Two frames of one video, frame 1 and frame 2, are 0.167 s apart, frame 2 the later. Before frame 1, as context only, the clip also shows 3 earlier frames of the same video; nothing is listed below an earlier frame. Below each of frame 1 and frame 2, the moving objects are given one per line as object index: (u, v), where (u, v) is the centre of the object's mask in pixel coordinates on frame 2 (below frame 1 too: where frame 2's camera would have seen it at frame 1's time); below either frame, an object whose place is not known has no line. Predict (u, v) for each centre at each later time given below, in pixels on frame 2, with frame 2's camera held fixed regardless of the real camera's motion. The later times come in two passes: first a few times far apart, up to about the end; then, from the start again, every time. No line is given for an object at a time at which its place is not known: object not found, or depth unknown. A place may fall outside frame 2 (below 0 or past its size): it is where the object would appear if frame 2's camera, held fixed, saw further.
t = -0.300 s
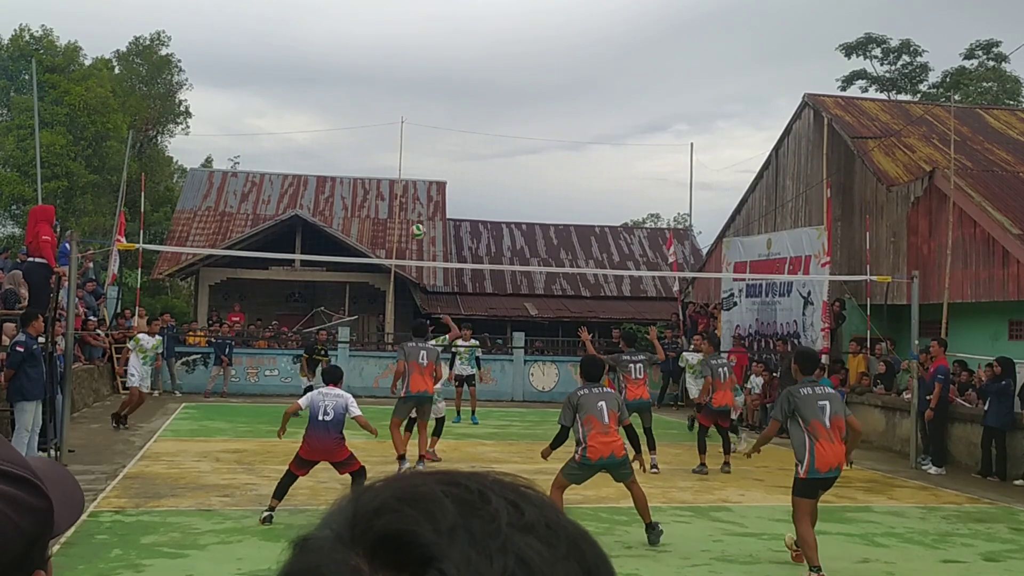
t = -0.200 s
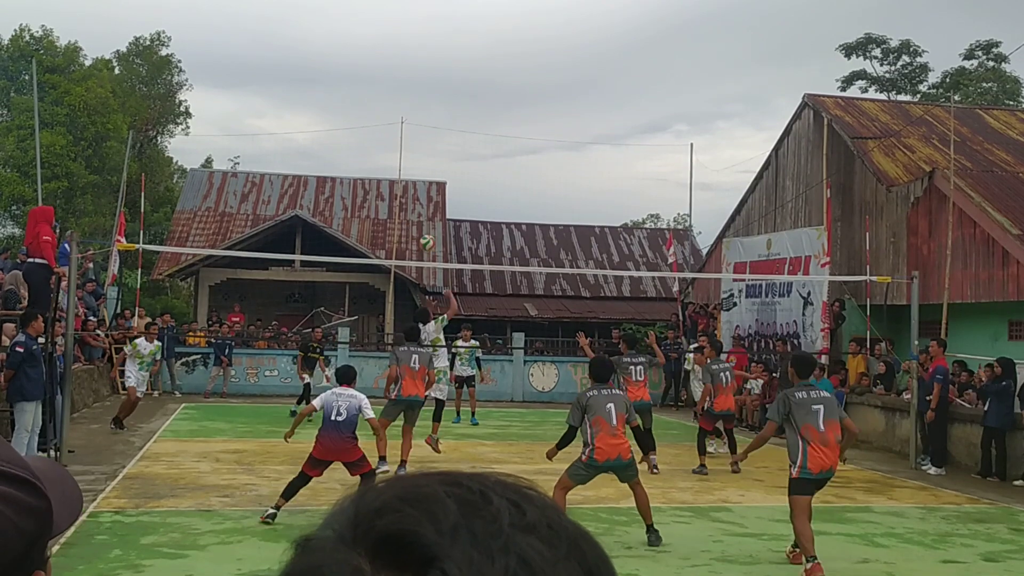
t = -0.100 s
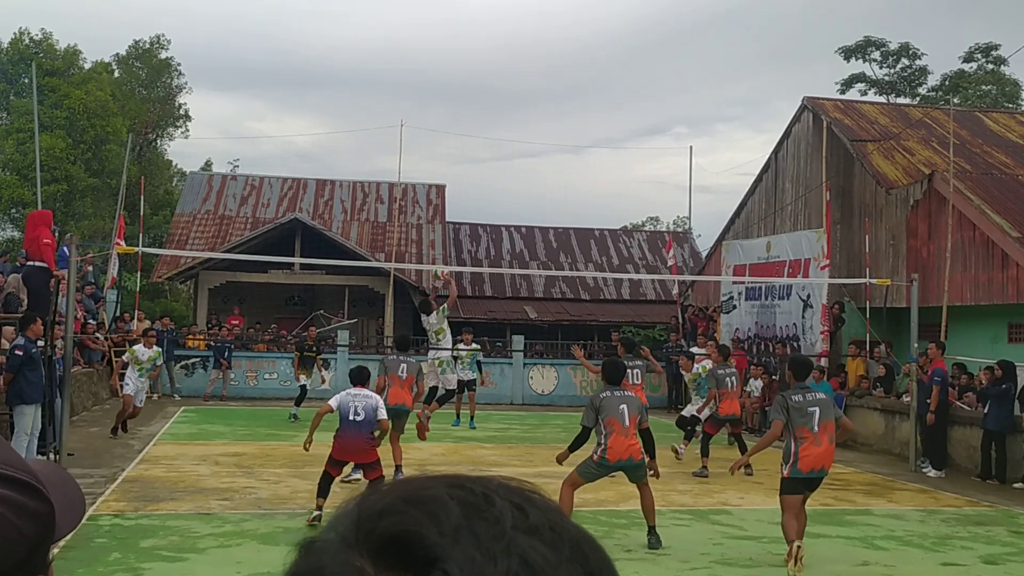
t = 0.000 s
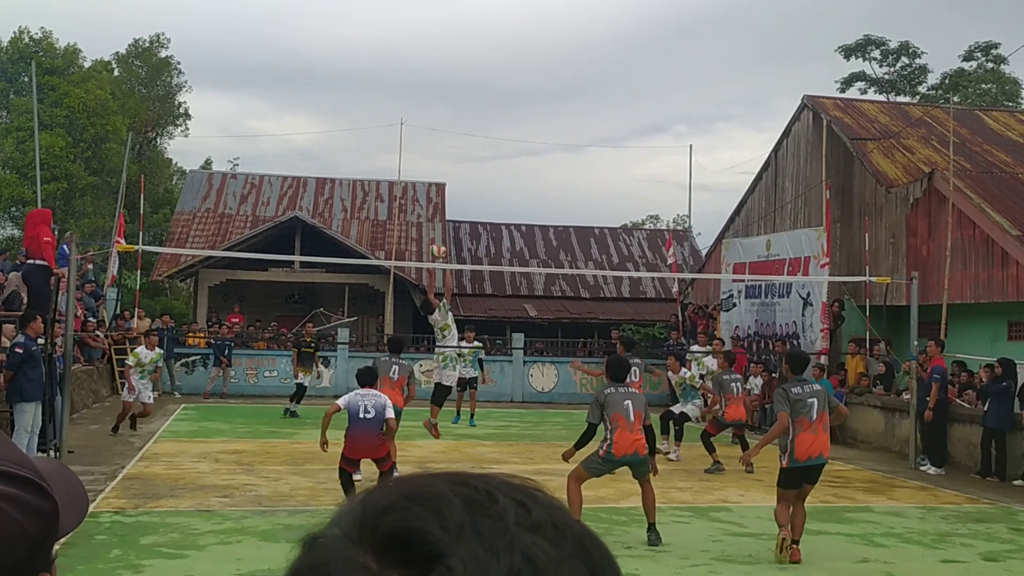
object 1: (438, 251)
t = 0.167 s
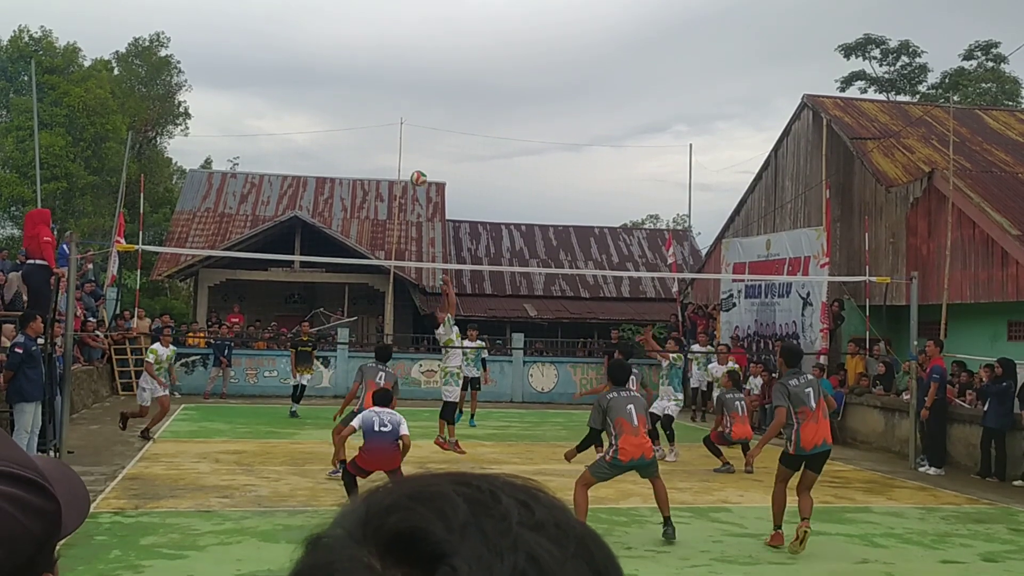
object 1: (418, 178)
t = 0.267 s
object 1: (407, 145)
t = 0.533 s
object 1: (374, 95)
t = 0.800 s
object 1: (340, 100)
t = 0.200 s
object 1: (415, 166)
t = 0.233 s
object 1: (410, 156)
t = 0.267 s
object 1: (407, 145)
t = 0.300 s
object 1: (403, 136)
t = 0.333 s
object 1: (399, 127)
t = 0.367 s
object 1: (394, 120)
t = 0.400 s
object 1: (390, 113)
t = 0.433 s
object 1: (386, 108)
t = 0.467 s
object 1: (382, 103)
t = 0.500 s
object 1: (378, 99)
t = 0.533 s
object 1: (374, 95)
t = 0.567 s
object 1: (370, 93)
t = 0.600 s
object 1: (365, 91)
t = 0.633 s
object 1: (361, 91)
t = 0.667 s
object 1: (357, 91)
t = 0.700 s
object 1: (353, 92)
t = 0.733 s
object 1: (349, 94)
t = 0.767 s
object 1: (344, 97)
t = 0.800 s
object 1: (340, 100)
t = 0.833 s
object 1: (336, 104)
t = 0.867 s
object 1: (331, 110)
